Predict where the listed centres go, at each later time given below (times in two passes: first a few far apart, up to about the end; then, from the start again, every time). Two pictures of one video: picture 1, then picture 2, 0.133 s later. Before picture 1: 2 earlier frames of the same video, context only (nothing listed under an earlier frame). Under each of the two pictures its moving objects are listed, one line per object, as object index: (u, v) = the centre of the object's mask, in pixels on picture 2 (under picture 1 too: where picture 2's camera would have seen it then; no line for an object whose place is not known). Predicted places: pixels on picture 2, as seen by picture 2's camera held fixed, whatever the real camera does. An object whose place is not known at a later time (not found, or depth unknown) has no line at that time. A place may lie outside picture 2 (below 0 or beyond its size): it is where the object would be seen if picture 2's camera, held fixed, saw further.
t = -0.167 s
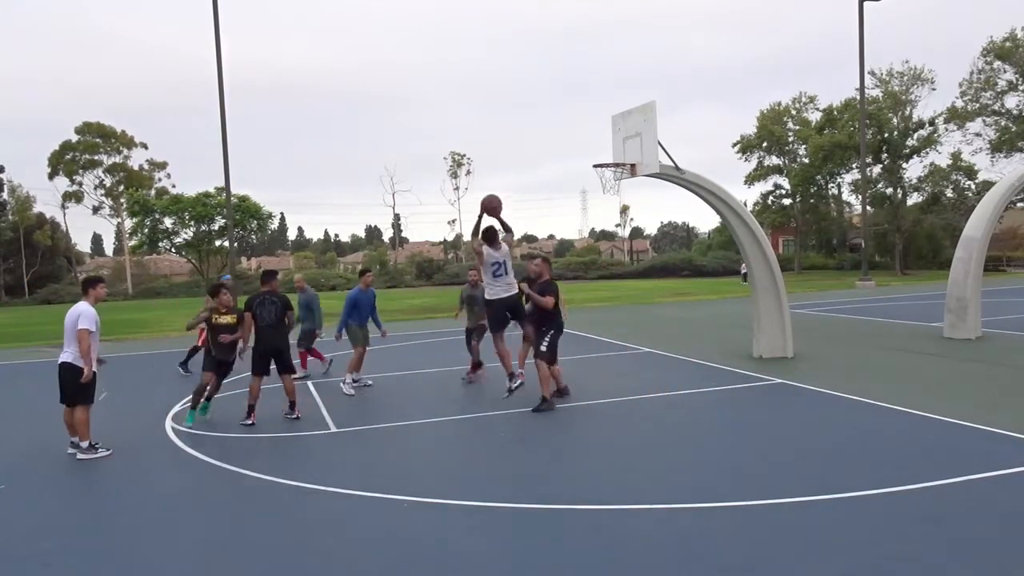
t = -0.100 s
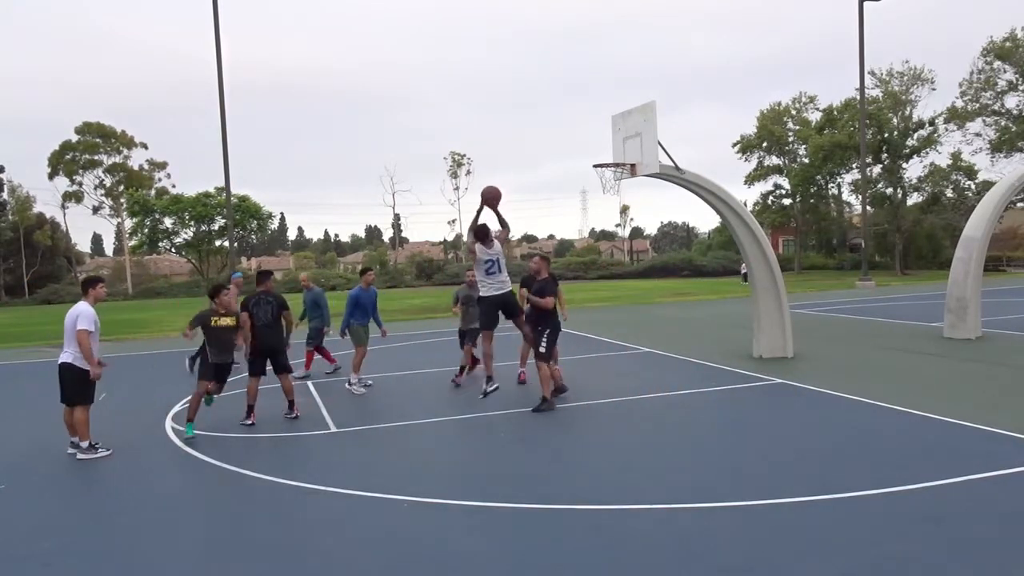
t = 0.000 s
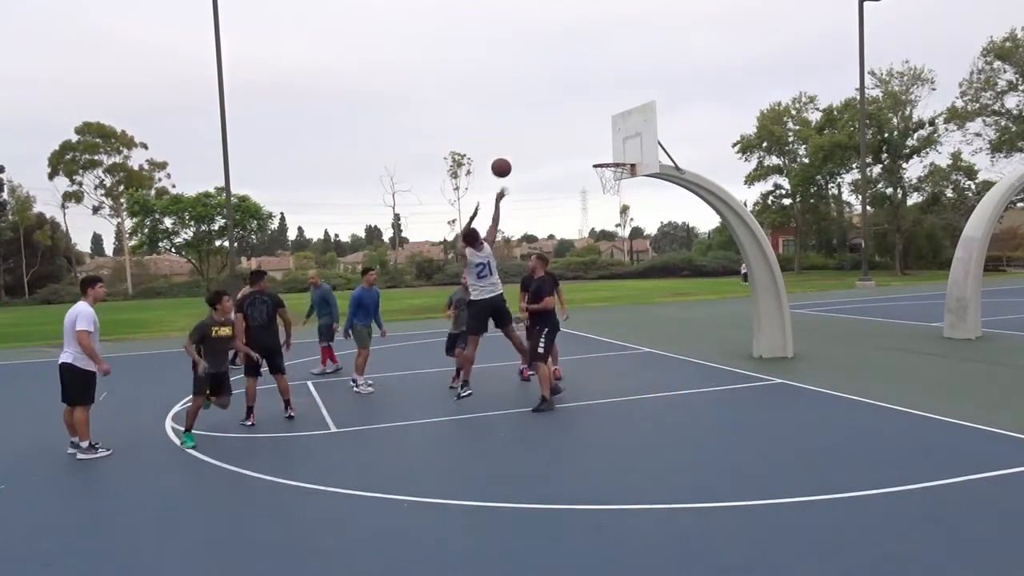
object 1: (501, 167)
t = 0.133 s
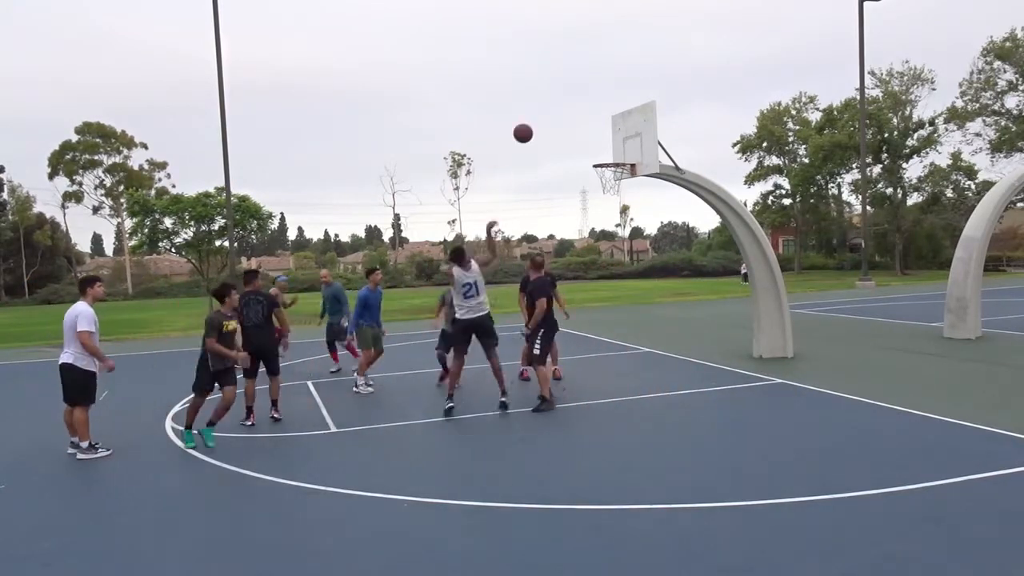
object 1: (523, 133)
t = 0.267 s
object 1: (543, 114)
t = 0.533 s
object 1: (581, 119)
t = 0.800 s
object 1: (611, 154)
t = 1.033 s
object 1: (615, 150)
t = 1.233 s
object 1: (599, 157)
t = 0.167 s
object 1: (528, 126)
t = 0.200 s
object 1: (533, 122)
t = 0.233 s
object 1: (538, 117)
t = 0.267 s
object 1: (543, 114)
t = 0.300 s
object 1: (548, 112)
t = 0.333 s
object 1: (553, 111)
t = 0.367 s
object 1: (558, 110)
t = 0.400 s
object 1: (563, 110)
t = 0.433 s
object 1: (567, 111)
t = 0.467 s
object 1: (572, 113)
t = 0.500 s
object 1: (577, 116)
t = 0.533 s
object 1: (581, 119)
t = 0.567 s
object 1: (586, 123)
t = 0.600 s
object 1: (590, 128)
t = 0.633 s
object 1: (594, 134)
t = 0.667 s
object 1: (599, 140)
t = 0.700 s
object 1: (603, 147)
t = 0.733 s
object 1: (607, 154)
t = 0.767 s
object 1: (609, 154)
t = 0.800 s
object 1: (611, 154)
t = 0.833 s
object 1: (613, 154)
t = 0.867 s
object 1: (615, 154)
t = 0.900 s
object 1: (617, 156)
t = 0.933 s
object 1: (619, 154)
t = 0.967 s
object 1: (620, 153)
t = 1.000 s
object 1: (618, 151)
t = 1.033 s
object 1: (615, 150)
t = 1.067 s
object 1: (612, 149)
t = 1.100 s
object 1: (610, 150)
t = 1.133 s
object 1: (607, 151)
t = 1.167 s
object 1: (604, 152)
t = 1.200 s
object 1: (602, 155)
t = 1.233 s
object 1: (599, 157)
